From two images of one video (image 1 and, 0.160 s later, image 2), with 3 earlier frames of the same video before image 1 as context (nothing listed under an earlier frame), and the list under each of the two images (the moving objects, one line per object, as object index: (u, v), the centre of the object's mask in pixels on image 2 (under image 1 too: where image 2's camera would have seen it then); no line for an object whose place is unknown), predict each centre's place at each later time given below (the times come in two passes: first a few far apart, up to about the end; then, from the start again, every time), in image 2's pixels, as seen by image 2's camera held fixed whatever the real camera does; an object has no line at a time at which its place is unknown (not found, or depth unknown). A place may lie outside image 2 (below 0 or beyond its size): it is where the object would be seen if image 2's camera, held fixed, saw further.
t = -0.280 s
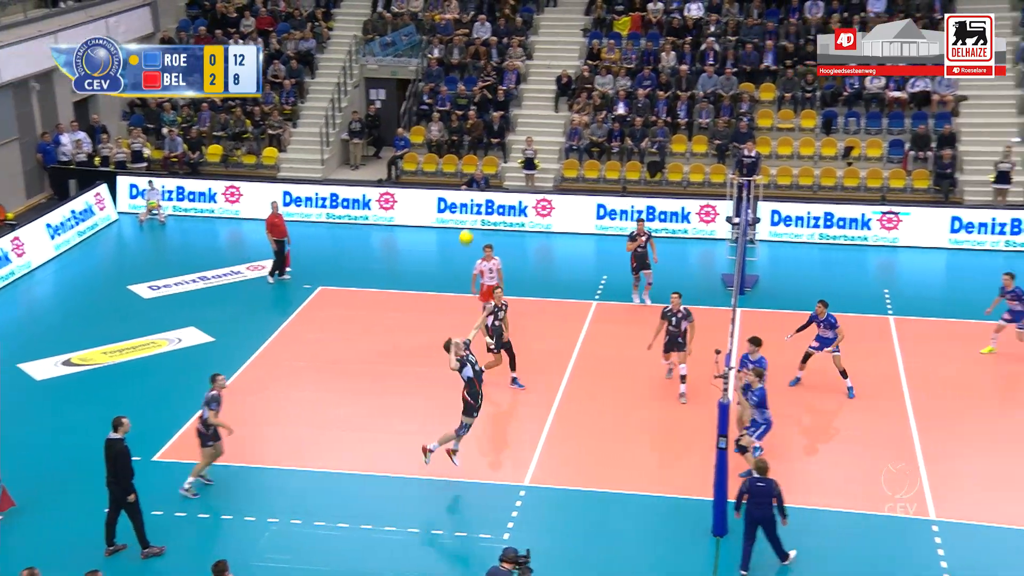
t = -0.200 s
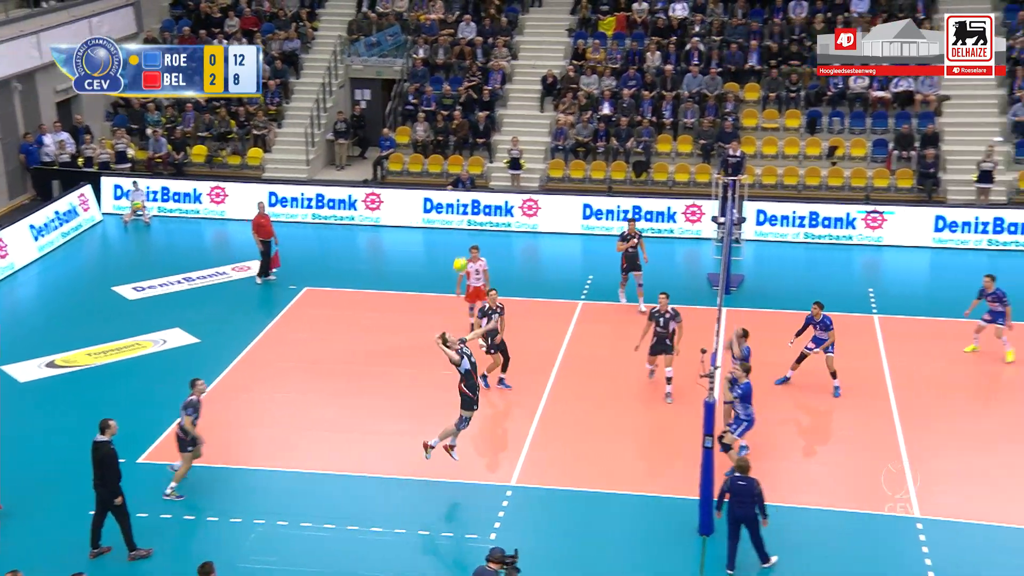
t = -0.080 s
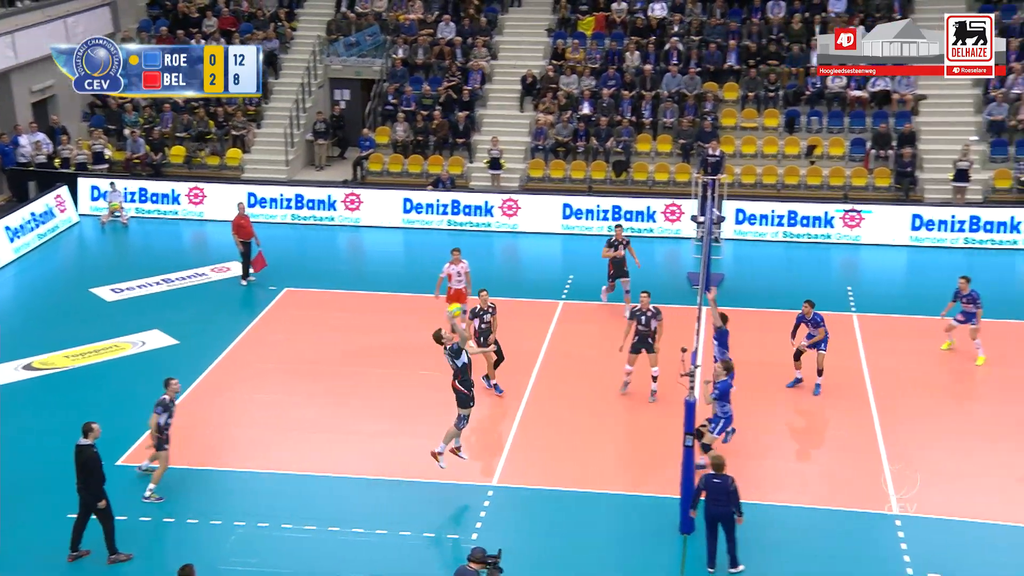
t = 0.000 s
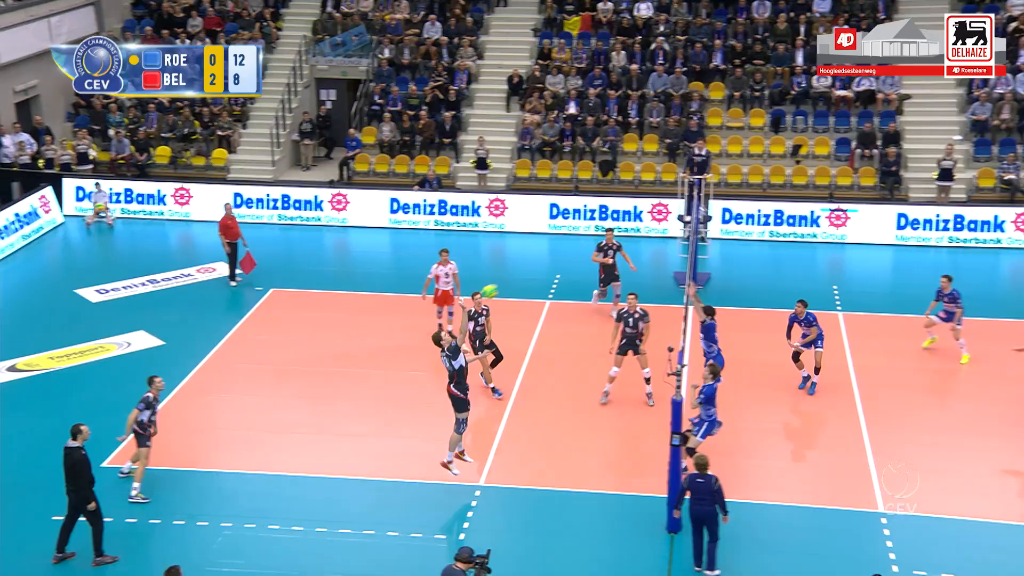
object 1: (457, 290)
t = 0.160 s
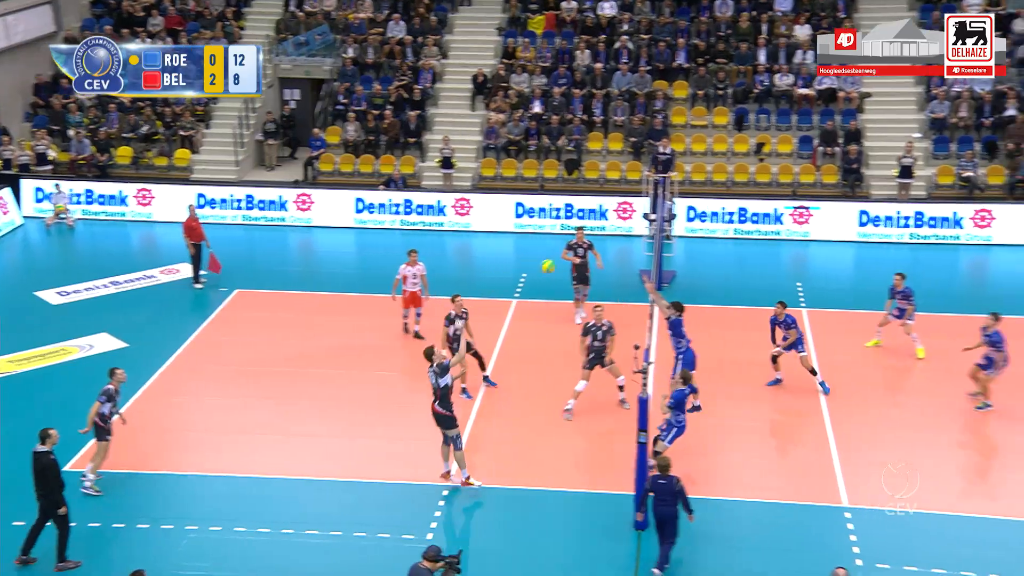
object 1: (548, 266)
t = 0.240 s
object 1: (590, 261)
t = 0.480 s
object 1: (706, 273)
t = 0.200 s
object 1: (569, 263)
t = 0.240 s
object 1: (590, 261)
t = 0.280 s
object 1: (610, 261)
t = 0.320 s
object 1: (630, 261)
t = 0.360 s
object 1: (650, 263)
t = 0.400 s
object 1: (669, 265)
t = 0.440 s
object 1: (688, 269)
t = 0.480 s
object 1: (706, 273)
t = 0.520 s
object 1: (724, 279)
